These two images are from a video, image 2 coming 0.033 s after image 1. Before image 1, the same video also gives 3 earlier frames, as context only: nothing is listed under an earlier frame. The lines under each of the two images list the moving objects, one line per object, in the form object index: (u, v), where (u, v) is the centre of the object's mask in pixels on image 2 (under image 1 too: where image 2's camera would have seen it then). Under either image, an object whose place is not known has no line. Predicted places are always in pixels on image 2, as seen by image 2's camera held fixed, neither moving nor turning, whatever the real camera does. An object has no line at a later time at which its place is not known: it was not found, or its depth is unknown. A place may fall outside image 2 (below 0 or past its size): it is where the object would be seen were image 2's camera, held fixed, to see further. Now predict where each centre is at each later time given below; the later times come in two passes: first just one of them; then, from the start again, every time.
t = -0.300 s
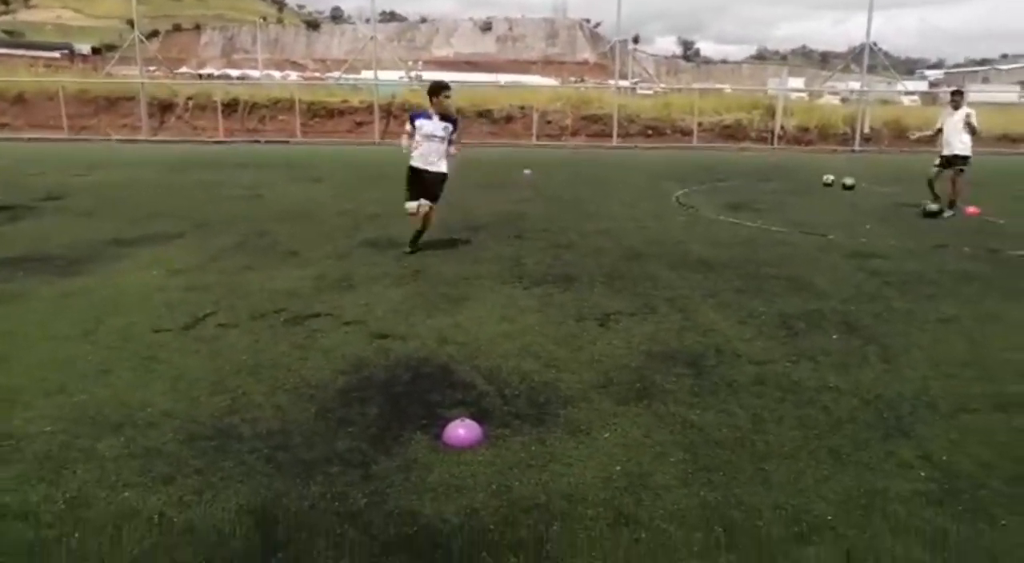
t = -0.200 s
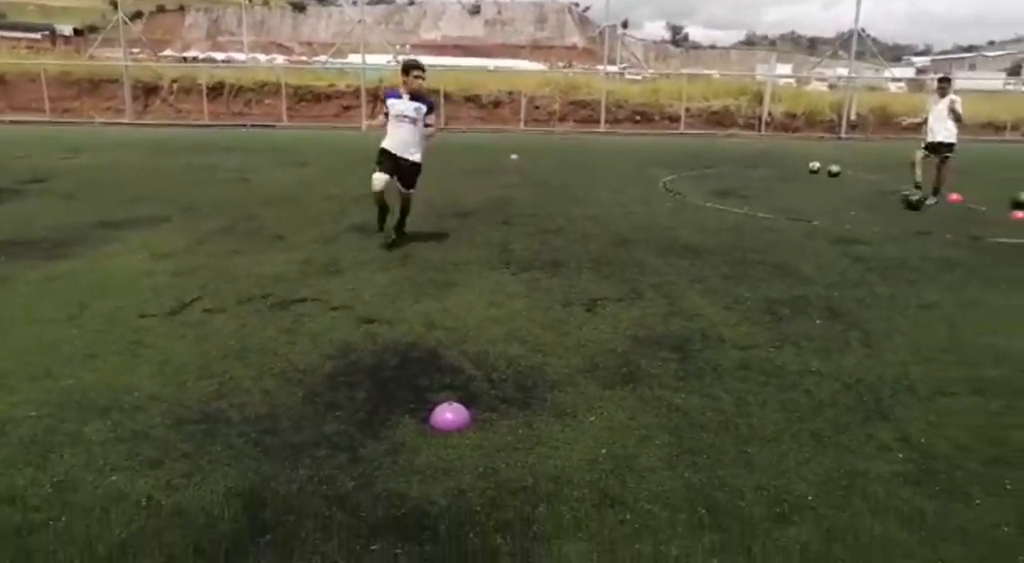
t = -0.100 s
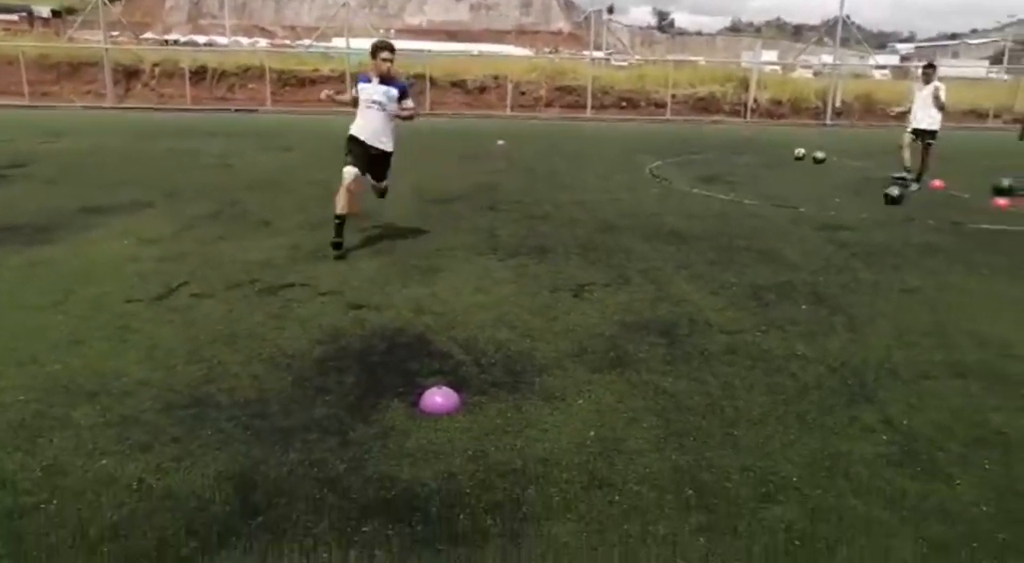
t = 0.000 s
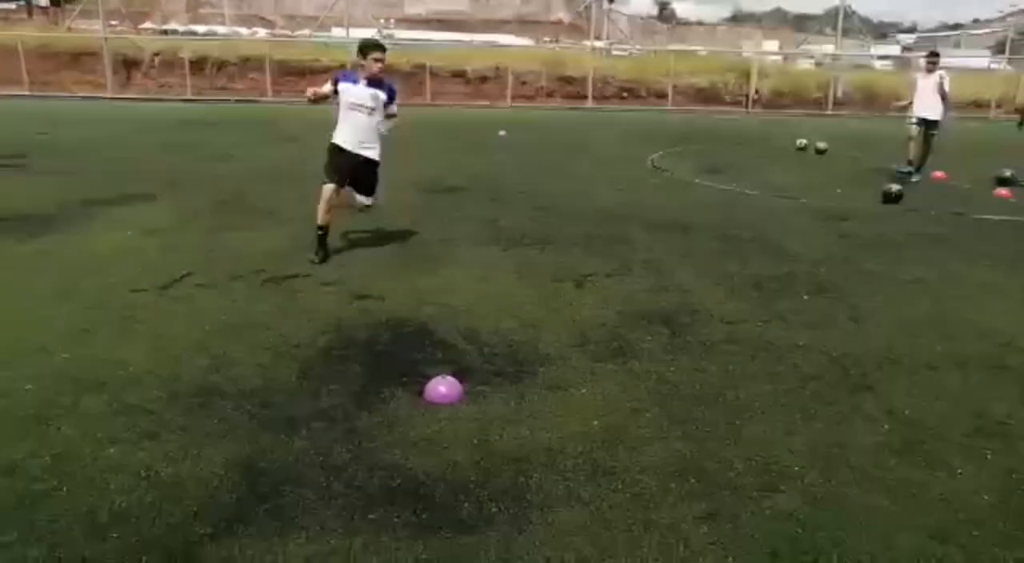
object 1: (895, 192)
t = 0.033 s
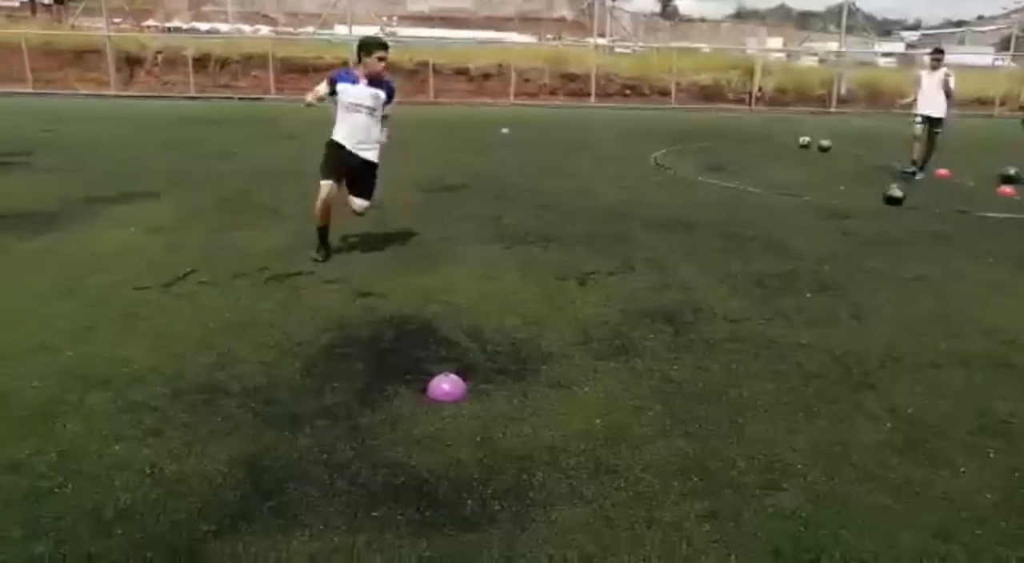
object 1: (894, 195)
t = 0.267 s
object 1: (886, 215)
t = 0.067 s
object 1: (893, 199)
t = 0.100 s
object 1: (891, 200)
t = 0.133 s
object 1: (890, 203)
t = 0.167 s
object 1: (889, 208)
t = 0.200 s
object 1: (888, 210)
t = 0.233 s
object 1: (887, 213)
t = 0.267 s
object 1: (886, 215)
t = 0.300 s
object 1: (885, 219)
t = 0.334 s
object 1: (884, 222)
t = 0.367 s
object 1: (883, 226)
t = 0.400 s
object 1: (881, 229)
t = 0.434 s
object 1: (880, 232)
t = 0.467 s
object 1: (878, 236)
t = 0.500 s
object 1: (876, 240)
